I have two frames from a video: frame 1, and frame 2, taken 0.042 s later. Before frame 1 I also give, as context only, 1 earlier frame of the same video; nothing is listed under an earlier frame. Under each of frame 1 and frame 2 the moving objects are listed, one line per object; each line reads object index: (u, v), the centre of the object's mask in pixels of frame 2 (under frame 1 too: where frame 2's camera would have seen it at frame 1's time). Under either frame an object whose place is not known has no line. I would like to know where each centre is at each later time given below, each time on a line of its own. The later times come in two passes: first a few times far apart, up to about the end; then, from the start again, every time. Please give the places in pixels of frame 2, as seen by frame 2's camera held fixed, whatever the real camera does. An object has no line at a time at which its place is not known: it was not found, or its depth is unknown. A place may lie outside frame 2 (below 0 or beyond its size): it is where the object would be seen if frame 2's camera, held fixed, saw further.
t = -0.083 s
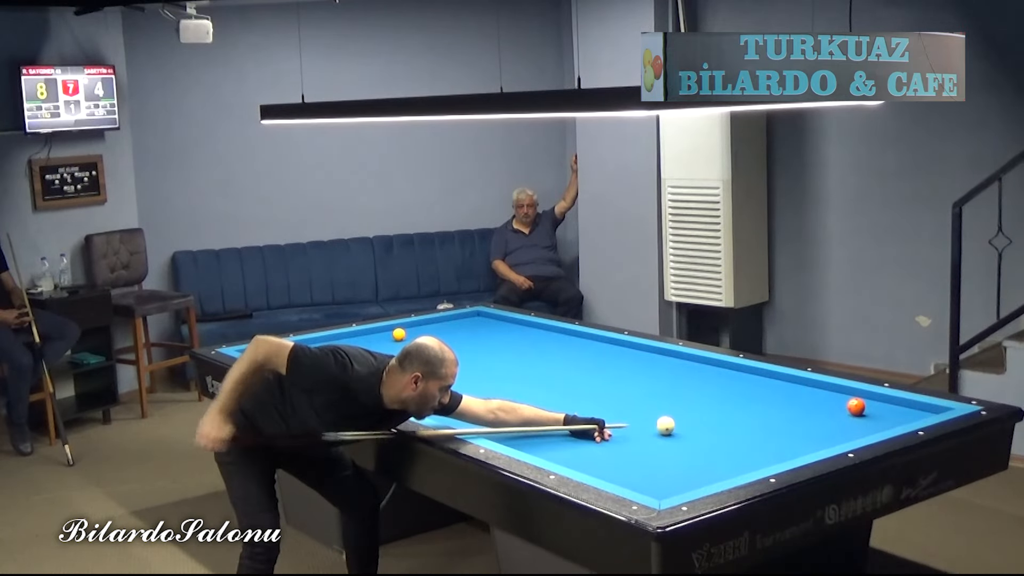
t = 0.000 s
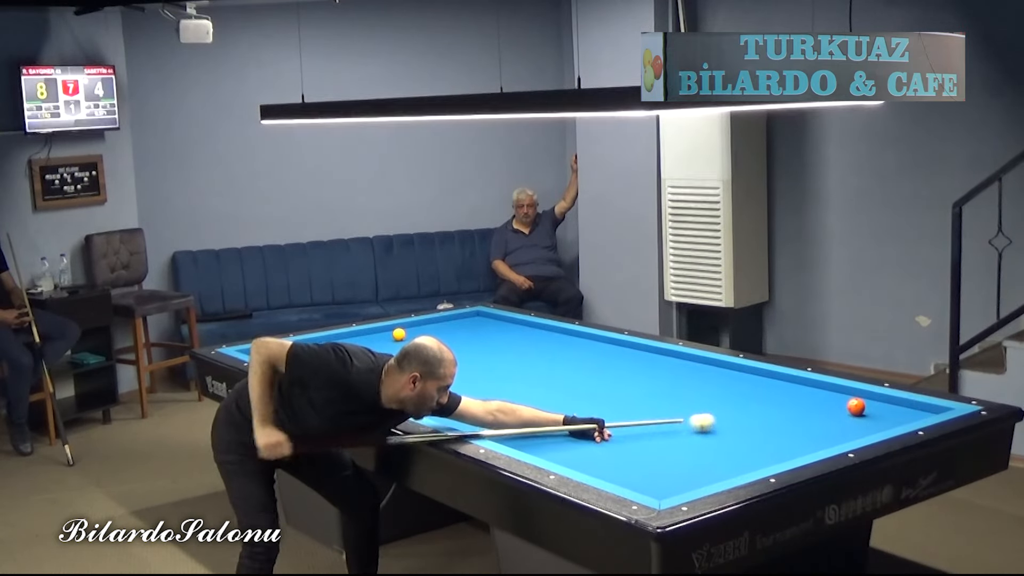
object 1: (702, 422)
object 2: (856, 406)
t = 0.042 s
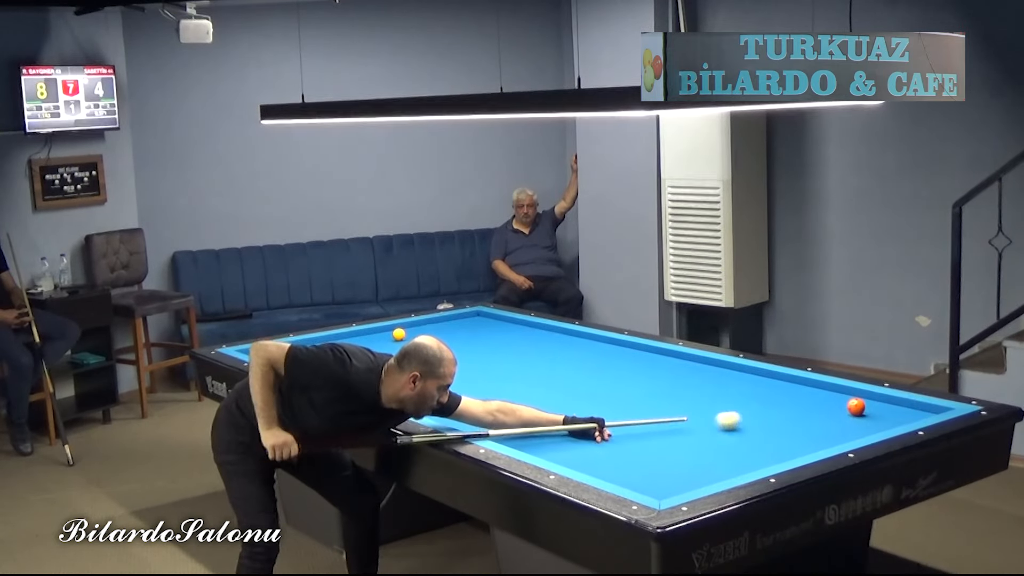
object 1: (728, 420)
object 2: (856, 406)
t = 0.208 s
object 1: (823, 413)
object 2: (856, 406)
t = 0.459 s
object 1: (928, 408)
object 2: (867, 394)
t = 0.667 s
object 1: (852, 405)
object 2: (842, 394)
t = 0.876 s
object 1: (785, 404)
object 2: (820, 397)
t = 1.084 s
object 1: (717, 402)
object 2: (796, 399)
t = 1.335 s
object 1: (647, 400)
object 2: (770, 401)
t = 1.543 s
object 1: (583, 399)
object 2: (747, 403)
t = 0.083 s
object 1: (753, 418)
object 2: (856, 406)
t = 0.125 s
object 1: (777, 417)
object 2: (856, 406)
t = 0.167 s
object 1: (801, 415)
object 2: (856, 406)
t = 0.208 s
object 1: (823, 413)
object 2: (856, 406)
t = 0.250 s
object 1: (844, 412)
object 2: (858, 405)
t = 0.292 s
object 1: (866, 412)
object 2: (856, 401)
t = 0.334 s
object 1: (884, 413)
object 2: (860, 401)
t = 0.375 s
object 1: (903, 414)
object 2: (862, 399)
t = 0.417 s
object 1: (922, 413)
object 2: (864, 397)
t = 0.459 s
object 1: (928, 408)
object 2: (867, 394)
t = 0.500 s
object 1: (920, 406)
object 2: (862, 394)
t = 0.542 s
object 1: (902, 406)
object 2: (857, 394)
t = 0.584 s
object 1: (884, 406)
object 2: (852, 395)
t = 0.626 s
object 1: (867, 405)
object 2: (847, 395)
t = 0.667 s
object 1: (852, 405)
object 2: (842, 394)
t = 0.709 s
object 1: (837, 405)
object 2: (838, 393)
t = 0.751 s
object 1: (823, 405)
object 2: (835, 395)
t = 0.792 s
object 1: (810, 404)
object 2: (829, 397)
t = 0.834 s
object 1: (798, 404)
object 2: (825, 397)
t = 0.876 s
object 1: (785, 404)
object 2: (820, 397)
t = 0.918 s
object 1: (766, 403)
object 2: (814, 397)
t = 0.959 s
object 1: (754, 403)
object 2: (809, 398)
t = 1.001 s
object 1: (742, 402)
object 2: (805, 398)
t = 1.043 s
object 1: (729, 402)
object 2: (800, 399)
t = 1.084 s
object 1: (717, 402)
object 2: (796, 399)
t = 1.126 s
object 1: (705, 401)
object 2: (792, 399)
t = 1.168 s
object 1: (693, 401)
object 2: (787, 399)
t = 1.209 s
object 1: (682, 401)
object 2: (783, 400)
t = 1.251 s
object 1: (670, 401)
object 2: (779, 400)
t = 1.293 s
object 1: (658, 400)
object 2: (774, 400)
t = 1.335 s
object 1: (647, 400)
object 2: (770, 401)
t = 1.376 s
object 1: (635, 400)
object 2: (766, 401)
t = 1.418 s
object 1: (618, 399)
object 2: (759, 402)
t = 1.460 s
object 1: (606, 399)
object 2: (755, 402)
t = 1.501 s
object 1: (595, 399)
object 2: (751, 402)
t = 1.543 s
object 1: (583, 399)
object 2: (747, 403)
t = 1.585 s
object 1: (573, 398)
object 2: (742, 403)
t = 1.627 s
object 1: (561, 398)
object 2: (738, 403)
